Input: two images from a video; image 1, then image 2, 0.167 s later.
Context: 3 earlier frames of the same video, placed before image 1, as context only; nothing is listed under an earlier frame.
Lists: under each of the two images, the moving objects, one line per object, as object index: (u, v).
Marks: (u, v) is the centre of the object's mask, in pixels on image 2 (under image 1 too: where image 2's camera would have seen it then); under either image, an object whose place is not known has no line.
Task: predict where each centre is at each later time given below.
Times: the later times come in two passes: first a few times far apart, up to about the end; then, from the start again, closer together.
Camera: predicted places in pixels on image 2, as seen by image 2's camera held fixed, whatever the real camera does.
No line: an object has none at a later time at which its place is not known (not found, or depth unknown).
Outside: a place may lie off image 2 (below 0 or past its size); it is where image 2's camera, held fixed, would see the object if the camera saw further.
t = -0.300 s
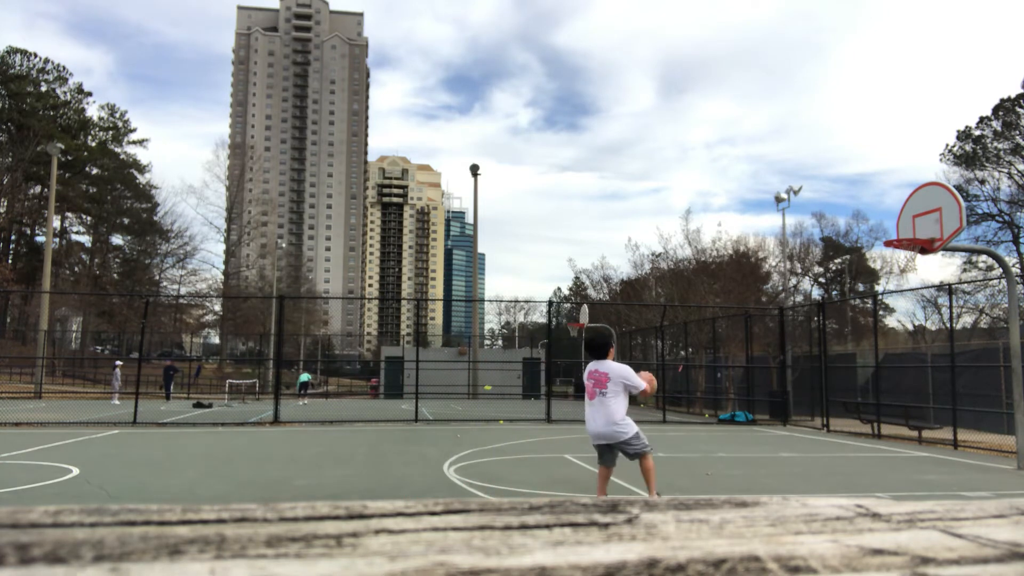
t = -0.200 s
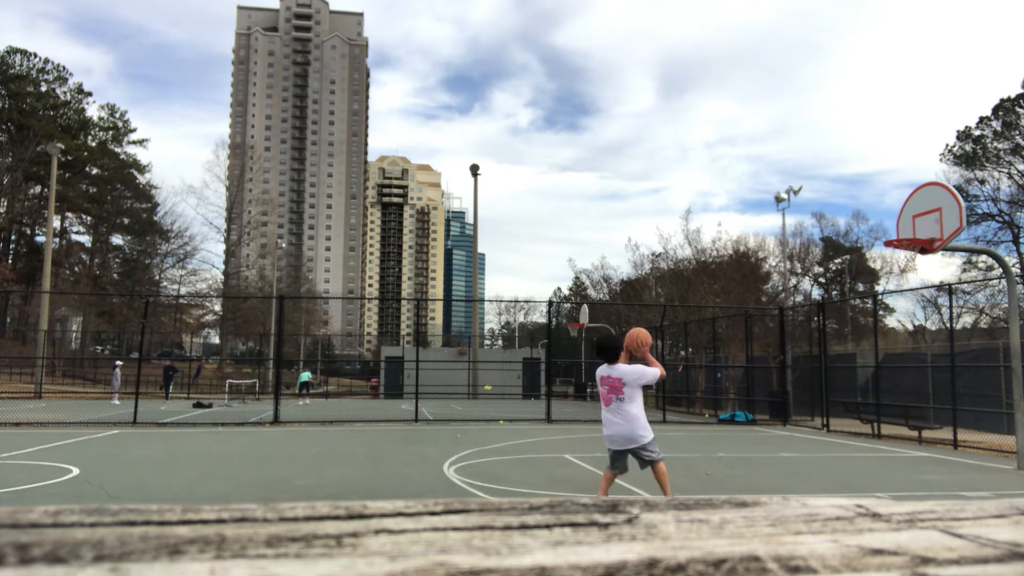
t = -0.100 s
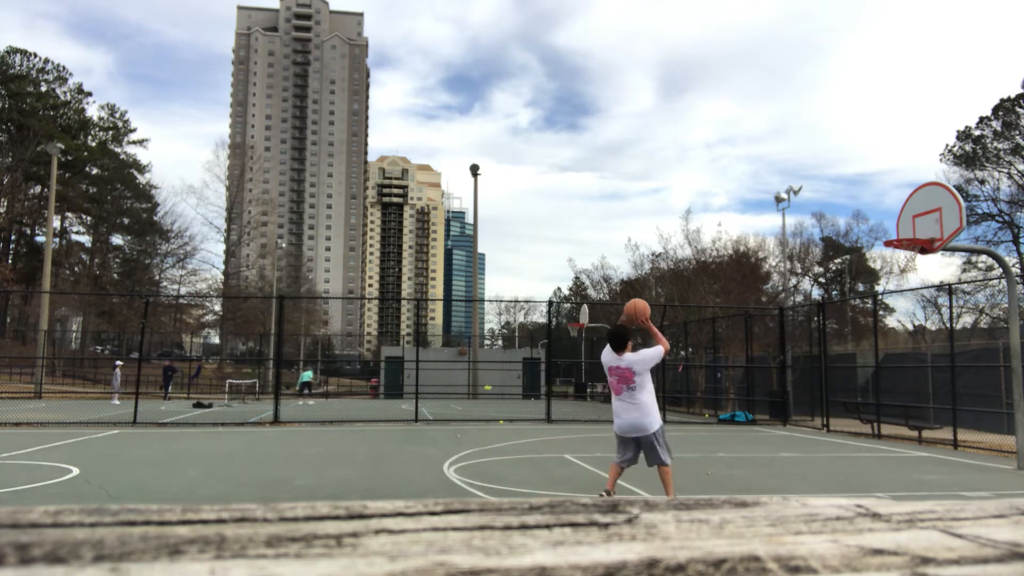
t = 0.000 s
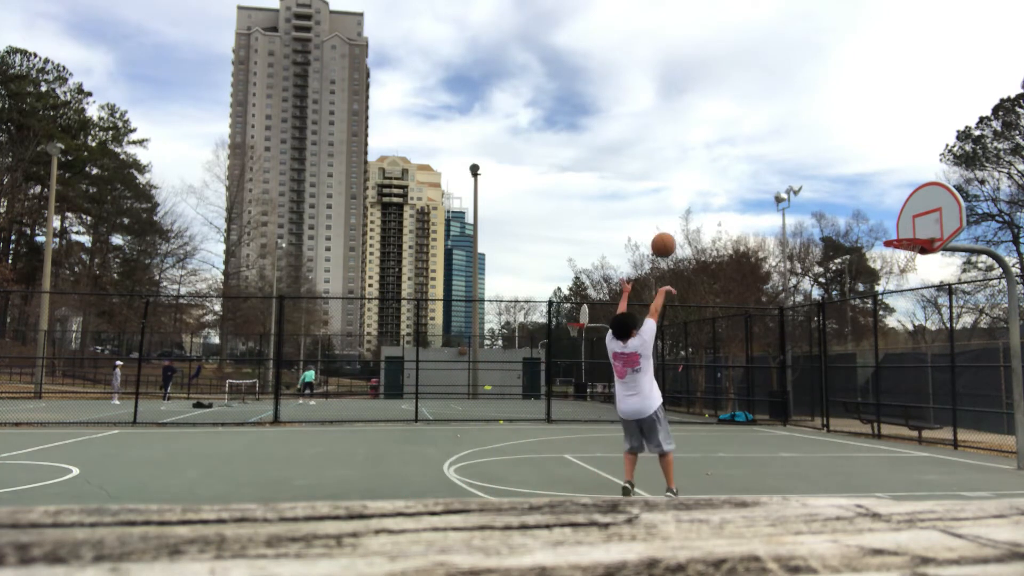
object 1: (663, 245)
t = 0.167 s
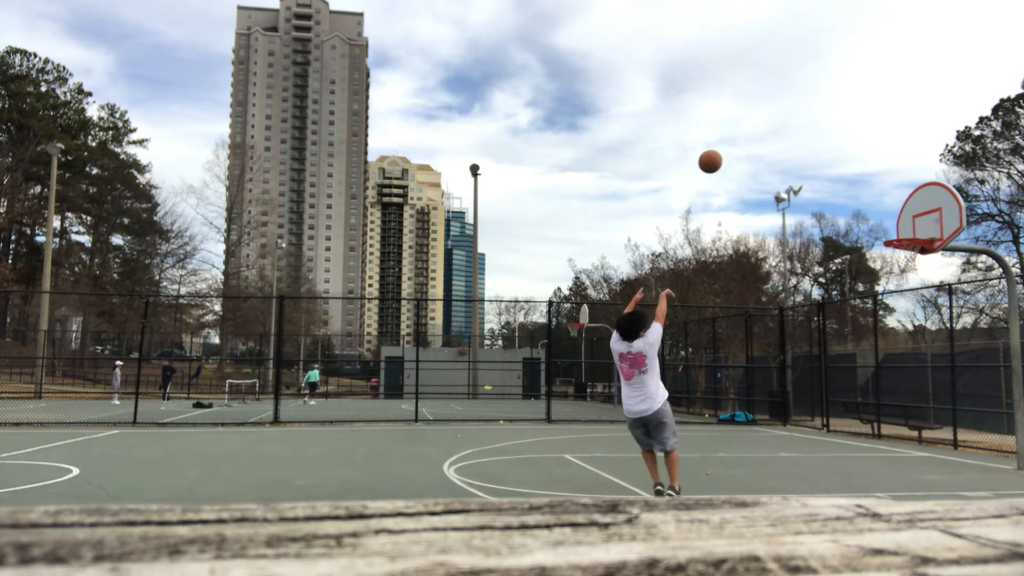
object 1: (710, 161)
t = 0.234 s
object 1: (727, 139)
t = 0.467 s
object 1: (779, 98)
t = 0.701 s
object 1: (825, 108)
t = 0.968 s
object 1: (870, 164)
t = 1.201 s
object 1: (903, 226)
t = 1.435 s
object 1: (890, 207)
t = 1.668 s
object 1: (849, 220)
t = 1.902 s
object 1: (812, 268)
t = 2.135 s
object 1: (778, 348)
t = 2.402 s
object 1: (747, 429)
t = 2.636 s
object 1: (734, 350)
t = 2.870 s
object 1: (723, 312)
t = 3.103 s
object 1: (713, 309)
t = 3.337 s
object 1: (704, 339)
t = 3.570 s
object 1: (697, 401)
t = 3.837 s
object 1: (684, 400)
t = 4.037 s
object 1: (674, 364)
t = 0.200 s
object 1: (719, 149)
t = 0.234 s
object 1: (727, 139)
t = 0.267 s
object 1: (735, 129)
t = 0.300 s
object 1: (743, 121)
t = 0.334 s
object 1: (751, 114)
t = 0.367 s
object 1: (758, 109)
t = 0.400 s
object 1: (765, 104)
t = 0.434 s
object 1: (772, 101)
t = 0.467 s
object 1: (779, 98)
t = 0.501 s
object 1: (786, 97)
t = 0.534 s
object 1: (793, 97)
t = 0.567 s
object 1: (799, 97)
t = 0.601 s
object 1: (806, 98)
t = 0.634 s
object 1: (812, 101)
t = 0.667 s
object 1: (818, 104)
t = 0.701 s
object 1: (825, 108)
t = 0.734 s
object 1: (831, 112)
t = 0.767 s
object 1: (837, 117)
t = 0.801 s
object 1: (842, 123)
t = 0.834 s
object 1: (848, 130)
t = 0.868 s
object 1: (854, 137)
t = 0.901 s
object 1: (859, 145)
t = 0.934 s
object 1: (865, 154)
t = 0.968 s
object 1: (870, 164)
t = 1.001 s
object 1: (875, 174)
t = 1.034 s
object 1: (881, 184)
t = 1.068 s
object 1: (886, 195)
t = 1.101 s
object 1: (891, 207)
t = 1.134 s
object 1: (896, 220)
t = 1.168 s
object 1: (901, 231)
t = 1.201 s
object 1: (903, 226)
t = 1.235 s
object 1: (905, 221)
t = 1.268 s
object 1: (907, 218)
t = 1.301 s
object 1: (909, 215)
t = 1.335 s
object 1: (909, 213)
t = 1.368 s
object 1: (903, 210)
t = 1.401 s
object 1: (896, 209)
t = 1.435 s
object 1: (890, 207)
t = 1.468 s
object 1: (884, 207)
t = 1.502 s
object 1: (878, 207)
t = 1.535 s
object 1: (872, 208)
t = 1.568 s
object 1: (866, 210)
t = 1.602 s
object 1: (861, 213)
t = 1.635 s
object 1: (855, 216)
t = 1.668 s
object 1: (849, 220)
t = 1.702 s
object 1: (844, 225)
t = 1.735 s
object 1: (839, 230)
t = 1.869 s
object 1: (818, 259)
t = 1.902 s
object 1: (812, 268)
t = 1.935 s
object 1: (807, 277)
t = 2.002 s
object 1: (798, 298)
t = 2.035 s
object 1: (793, 310)
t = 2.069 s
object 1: (788, 322)
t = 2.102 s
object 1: (783, 335)
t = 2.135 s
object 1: (778, 348)
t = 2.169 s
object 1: (774, 362)
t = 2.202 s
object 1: (769, 377)
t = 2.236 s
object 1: (765, 392)
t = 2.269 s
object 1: (761, 409)
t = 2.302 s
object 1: (756, 425)
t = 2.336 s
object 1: (752, 443)
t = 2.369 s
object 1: (750, 444)
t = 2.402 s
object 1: (747, 429)
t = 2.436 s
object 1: (746, 415)
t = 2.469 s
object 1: (743, 402)
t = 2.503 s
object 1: (741, 390)
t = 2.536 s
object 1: (739, 379)
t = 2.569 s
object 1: (738, 368)
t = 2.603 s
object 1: (736, 359)
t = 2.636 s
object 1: (734, 350)
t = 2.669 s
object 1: (732, 342)
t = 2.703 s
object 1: (731, 335)
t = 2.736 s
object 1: (729, 329)
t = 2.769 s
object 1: (728, 323)
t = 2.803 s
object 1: (726, 319)
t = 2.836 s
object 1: (725, 316)
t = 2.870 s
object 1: (723, 312)
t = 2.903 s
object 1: (721, 309)
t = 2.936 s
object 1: (720, 307)
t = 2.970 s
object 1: (719, 307)
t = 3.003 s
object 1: (717, 306)
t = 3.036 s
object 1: (716, 306)
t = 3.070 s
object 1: (715, 307)
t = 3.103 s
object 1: (713, 309)
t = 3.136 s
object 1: (712, 311)
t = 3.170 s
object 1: (711, 314)
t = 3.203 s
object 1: (709, 318)
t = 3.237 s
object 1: (708, 322)
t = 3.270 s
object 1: (706, 327)
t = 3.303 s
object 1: (705, 333)
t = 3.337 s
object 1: (704, 339)
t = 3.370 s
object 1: (703, 346)
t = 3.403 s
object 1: (702, 354)
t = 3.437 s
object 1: (701, 362)
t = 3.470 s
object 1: (700, 371)
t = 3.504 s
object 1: (699, 380)
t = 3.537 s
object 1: (698, 390)
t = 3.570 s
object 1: (697, 401)
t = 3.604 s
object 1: (696, 413)
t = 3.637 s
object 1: (694, 425)
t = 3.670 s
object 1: (694, 437)
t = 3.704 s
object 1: (692, 439)
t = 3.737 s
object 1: (690, 428)
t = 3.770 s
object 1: (689, 418)
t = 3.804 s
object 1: (686, 408)
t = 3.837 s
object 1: (684, 400)
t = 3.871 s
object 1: (683, 392)
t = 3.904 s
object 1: (681, 385)
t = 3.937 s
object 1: (679, 379)
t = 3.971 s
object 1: (677, 373)
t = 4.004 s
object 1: (676, 368)
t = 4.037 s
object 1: (674, 364)
